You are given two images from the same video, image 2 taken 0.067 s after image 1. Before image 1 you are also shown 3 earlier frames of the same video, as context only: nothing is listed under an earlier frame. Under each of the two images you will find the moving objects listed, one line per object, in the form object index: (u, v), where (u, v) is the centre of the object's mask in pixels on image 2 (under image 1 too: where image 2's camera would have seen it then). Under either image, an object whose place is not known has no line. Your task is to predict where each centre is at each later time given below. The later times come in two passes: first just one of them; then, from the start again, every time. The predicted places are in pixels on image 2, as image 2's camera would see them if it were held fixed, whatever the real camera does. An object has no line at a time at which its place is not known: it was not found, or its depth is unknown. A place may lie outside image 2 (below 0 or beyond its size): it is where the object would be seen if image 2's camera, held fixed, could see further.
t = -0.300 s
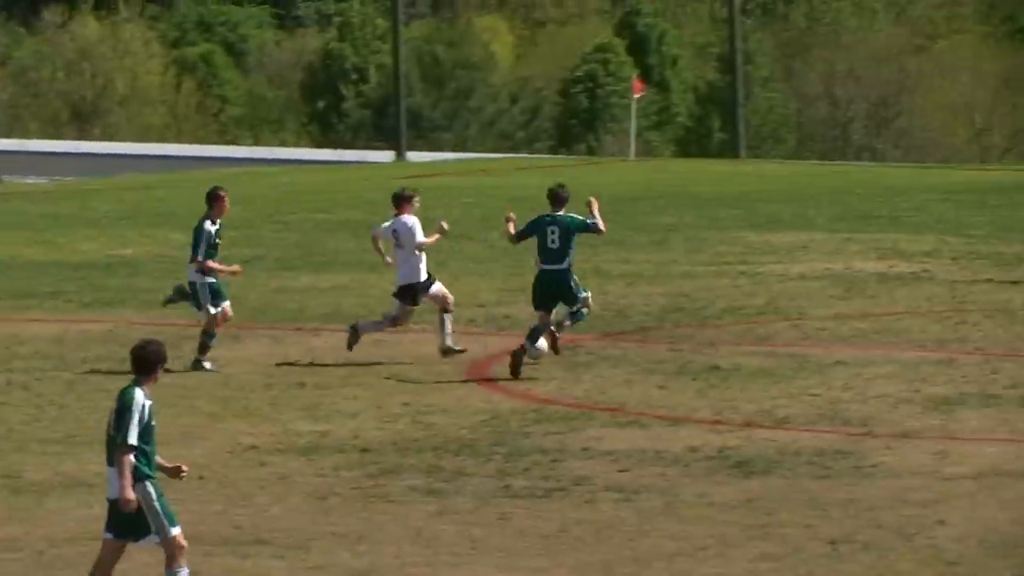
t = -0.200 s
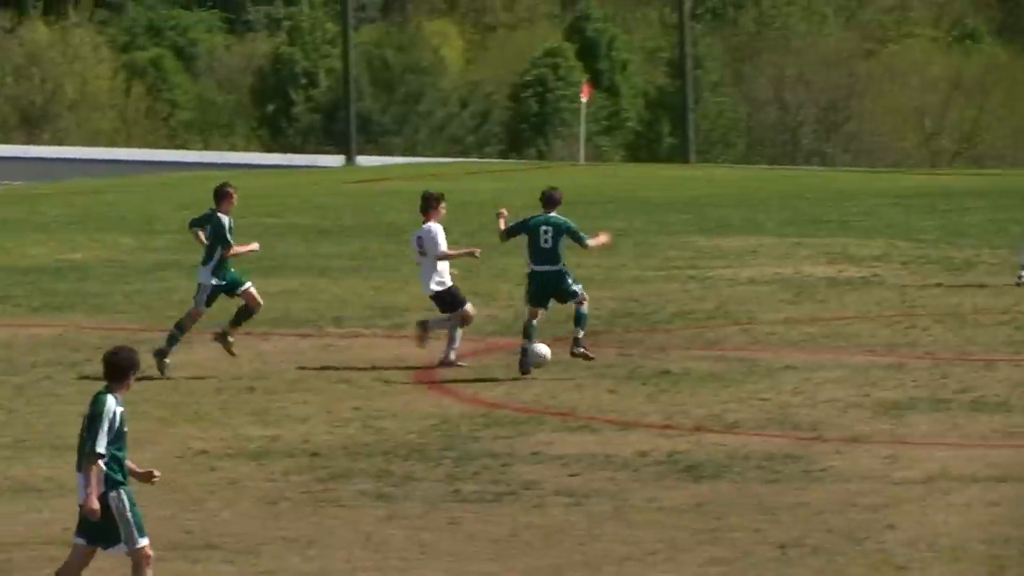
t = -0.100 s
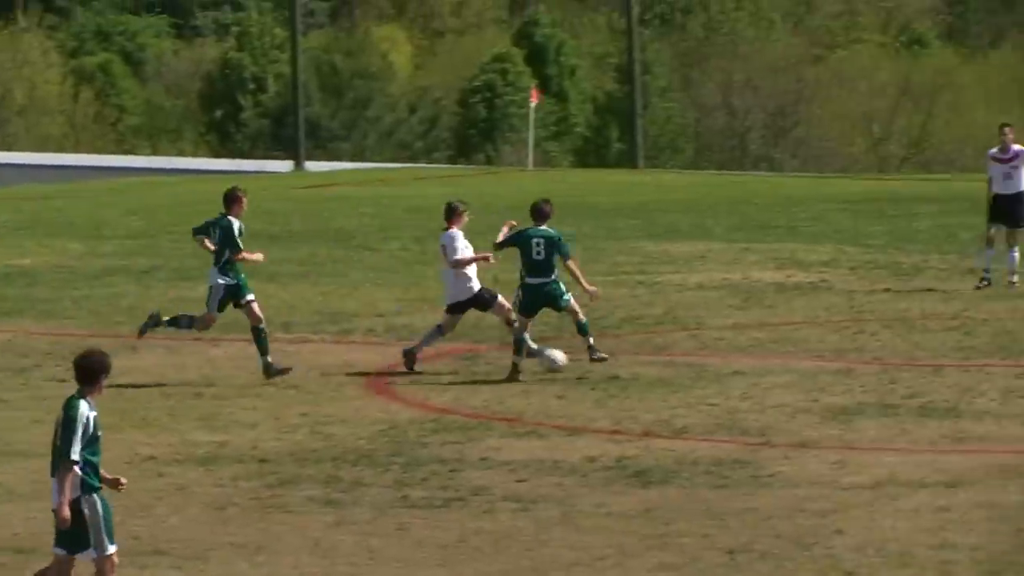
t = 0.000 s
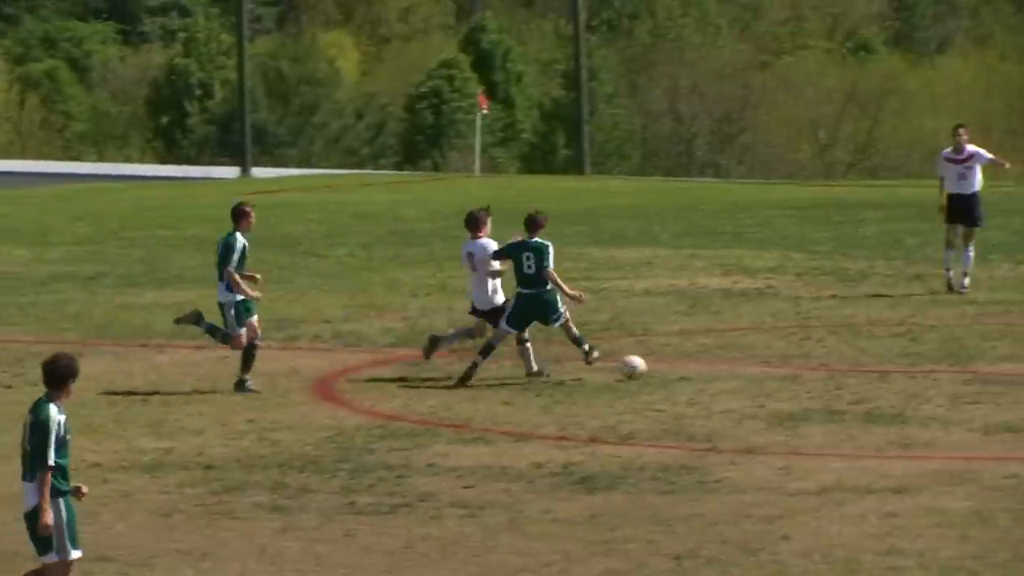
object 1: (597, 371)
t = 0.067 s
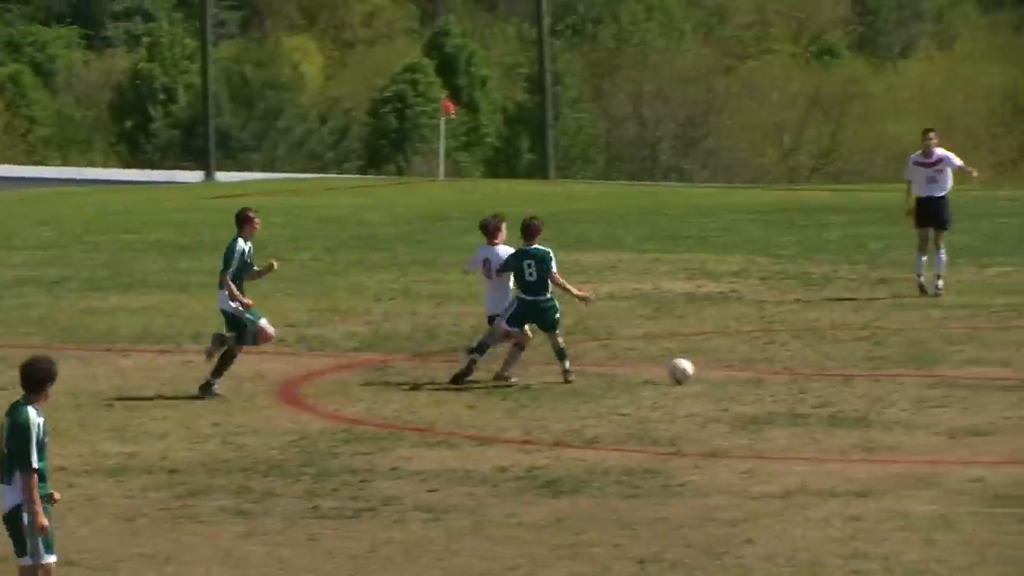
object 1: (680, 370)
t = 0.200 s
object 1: (836, 374)
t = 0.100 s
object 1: (719, 368)
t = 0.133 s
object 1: (758, 368)
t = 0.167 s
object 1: (798, 370)
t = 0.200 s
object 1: (836, 374)
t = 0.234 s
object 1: (876, 376)
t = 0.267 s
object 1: (913, 378)
